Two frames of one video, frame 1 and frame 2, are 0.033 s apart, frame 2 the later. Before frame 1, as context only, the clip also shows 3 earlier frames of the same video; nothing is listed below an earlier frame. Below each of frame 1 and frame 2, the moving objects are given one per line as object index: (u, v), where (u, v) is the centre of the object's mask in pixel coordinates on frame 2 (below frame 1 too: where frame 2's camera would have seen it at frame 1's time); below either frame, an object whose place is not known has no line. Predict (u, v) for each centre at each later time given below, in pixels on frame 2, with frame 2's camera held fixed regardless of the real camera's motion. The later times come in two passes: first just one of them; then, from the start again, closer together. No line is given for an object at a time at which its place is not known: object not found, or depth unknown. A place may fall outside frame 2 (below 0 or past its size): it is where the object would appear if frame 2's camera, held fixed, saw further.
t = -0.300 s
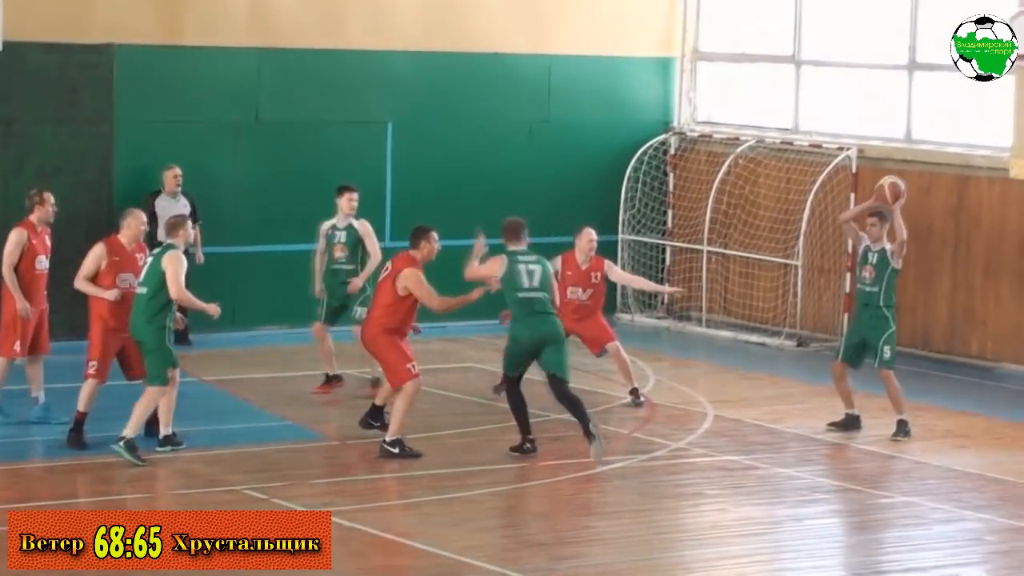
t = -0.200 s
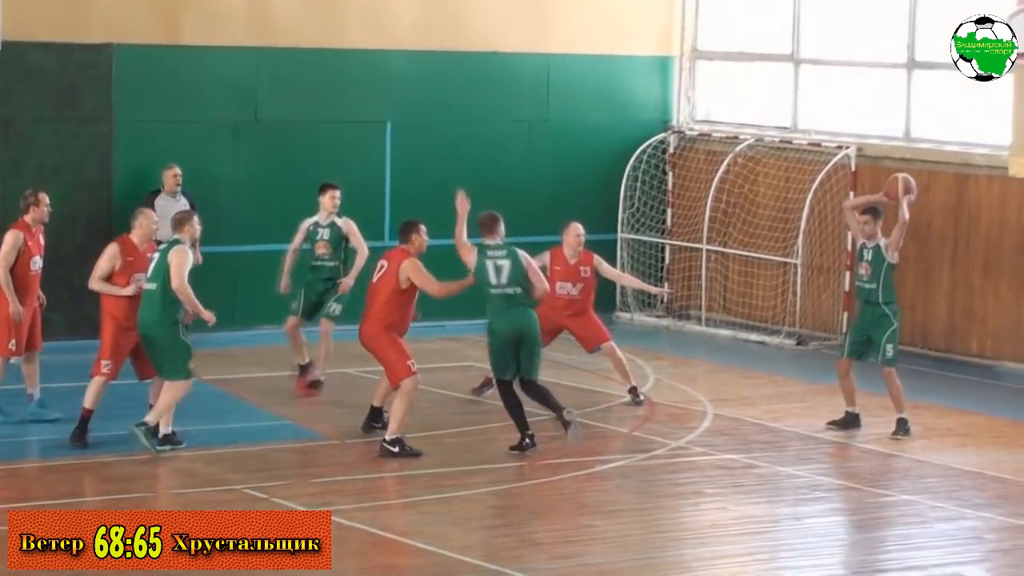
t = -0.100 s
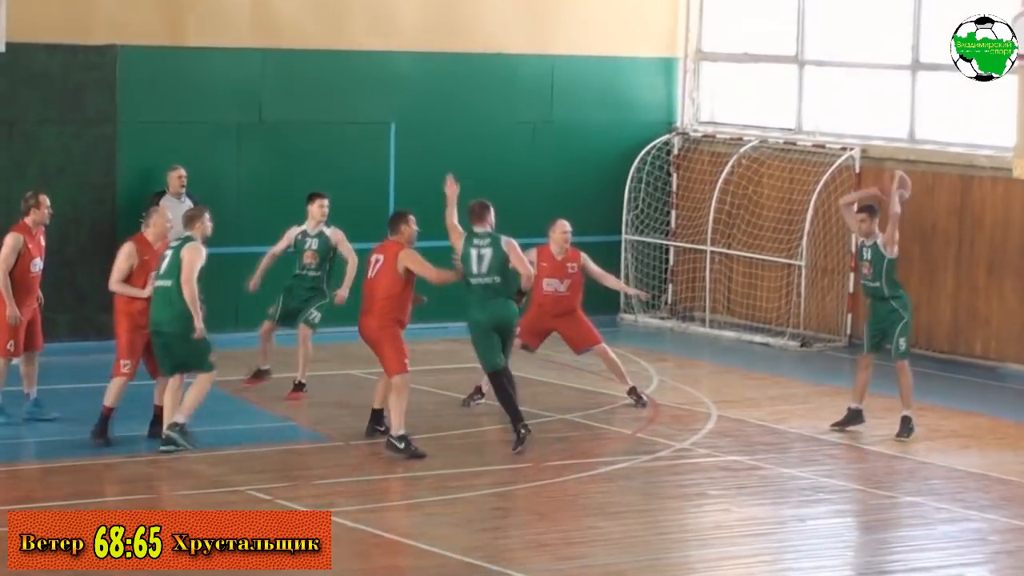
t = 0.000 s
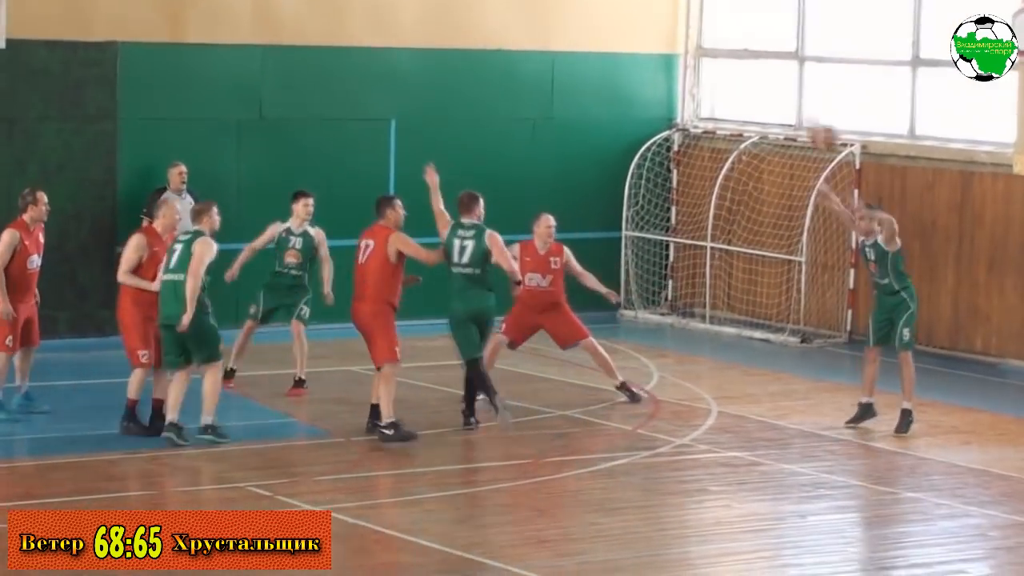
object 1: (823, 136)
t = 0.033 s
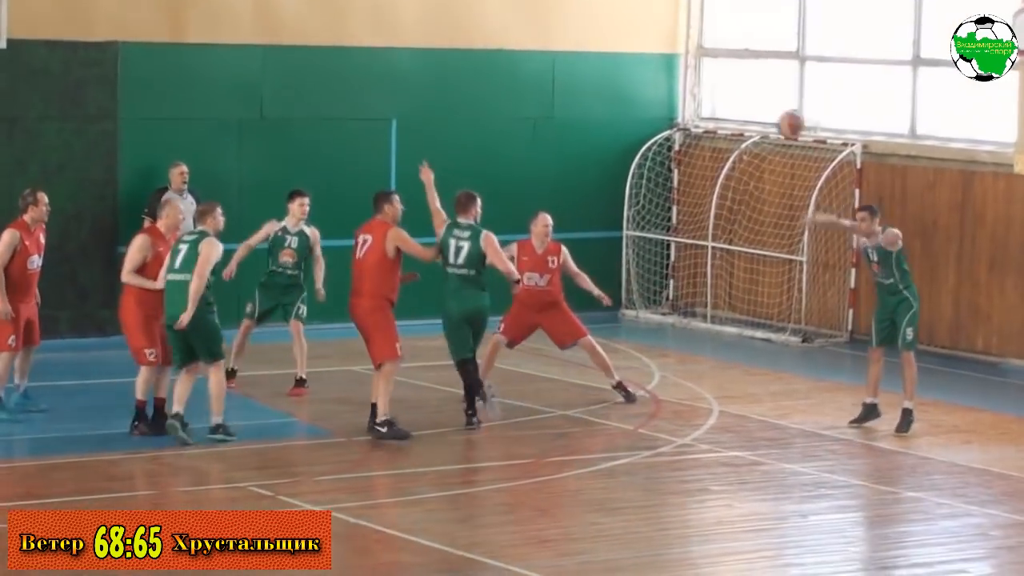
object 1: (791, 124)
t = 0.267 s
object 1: (555, 75)
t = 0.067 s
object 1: (753, 110)
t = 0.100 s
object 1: (733, 105)
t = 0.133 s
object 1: (695, 95)
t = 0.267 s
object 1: (555, 75)
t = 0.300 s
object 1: (526, 75)
